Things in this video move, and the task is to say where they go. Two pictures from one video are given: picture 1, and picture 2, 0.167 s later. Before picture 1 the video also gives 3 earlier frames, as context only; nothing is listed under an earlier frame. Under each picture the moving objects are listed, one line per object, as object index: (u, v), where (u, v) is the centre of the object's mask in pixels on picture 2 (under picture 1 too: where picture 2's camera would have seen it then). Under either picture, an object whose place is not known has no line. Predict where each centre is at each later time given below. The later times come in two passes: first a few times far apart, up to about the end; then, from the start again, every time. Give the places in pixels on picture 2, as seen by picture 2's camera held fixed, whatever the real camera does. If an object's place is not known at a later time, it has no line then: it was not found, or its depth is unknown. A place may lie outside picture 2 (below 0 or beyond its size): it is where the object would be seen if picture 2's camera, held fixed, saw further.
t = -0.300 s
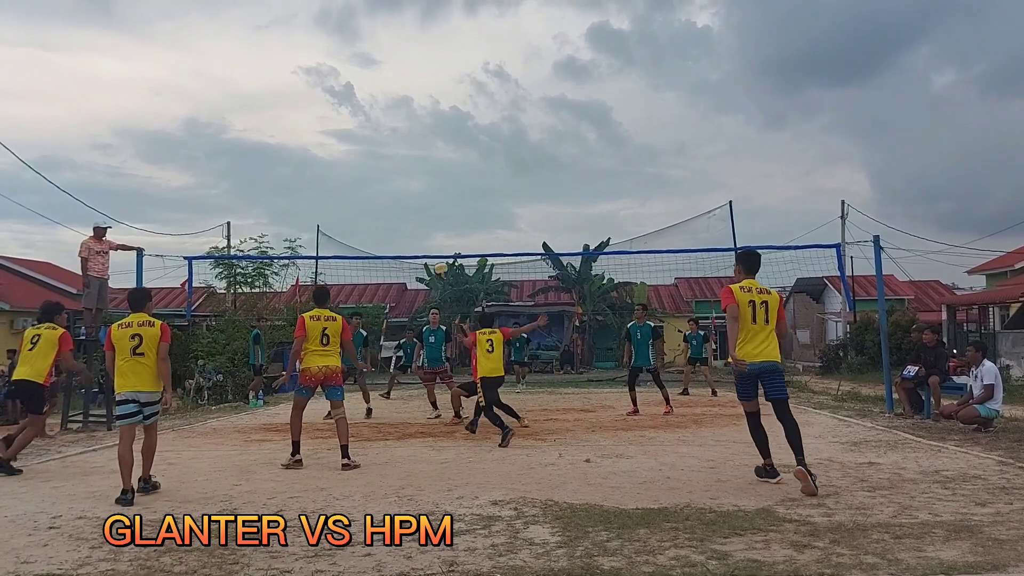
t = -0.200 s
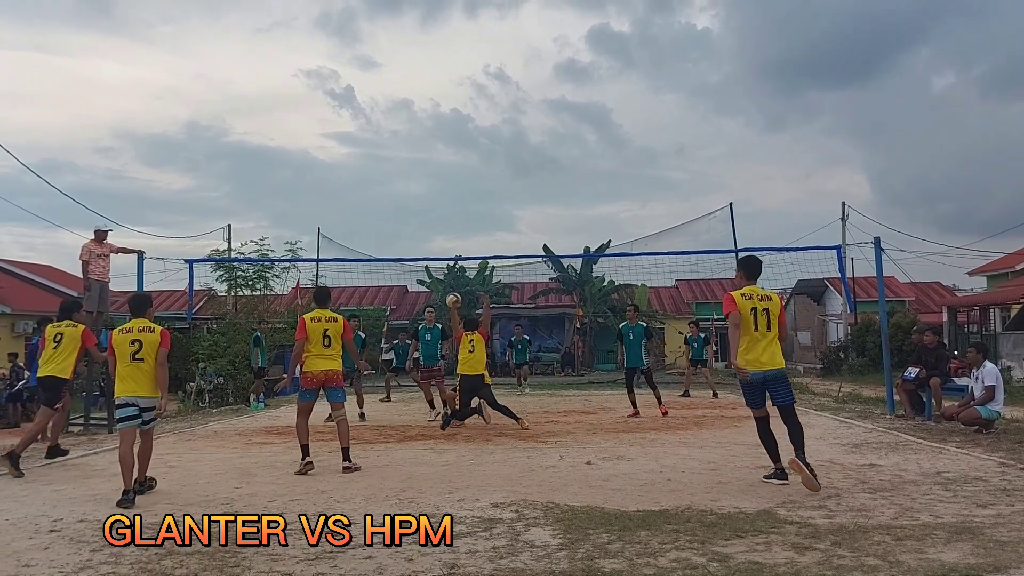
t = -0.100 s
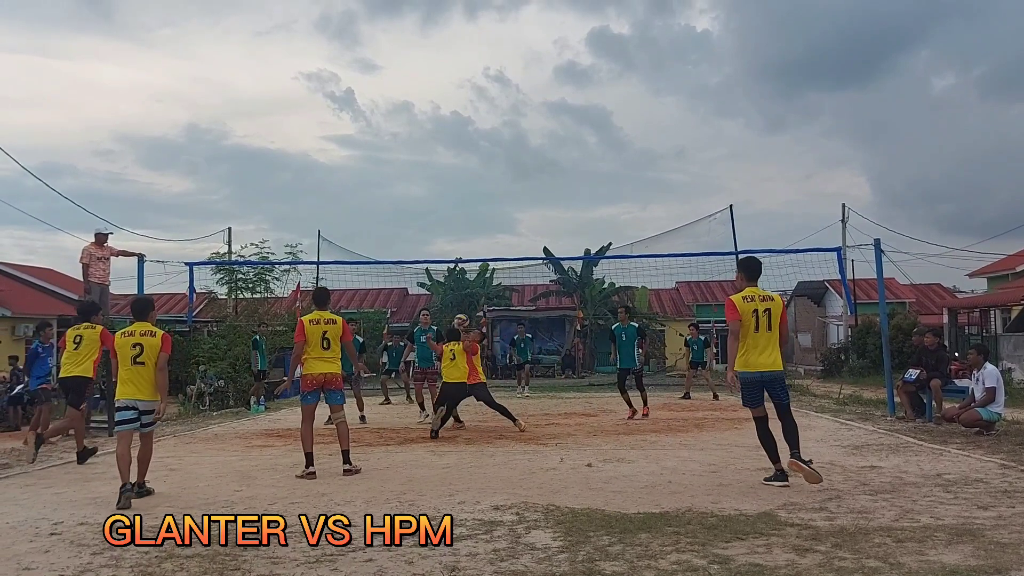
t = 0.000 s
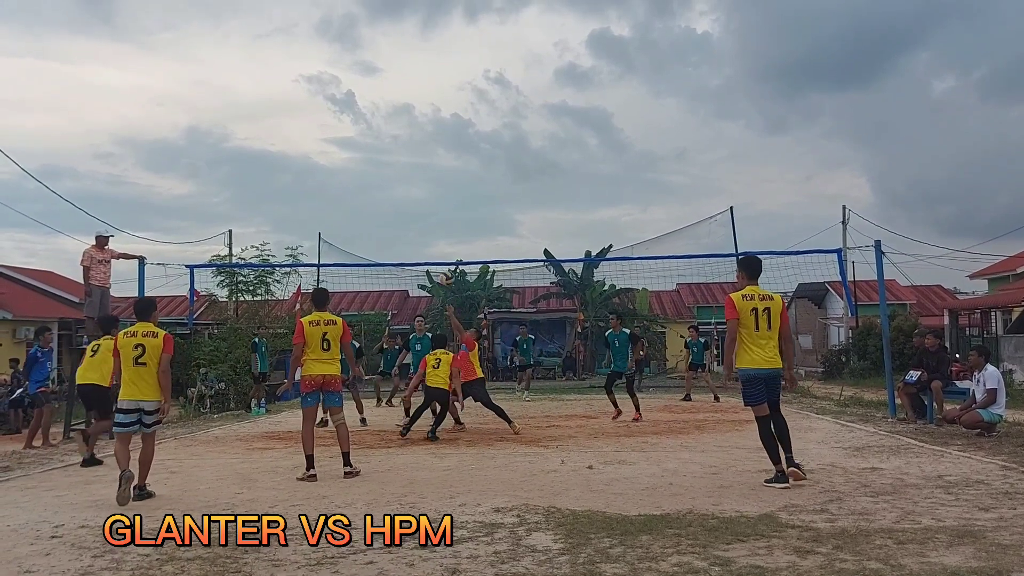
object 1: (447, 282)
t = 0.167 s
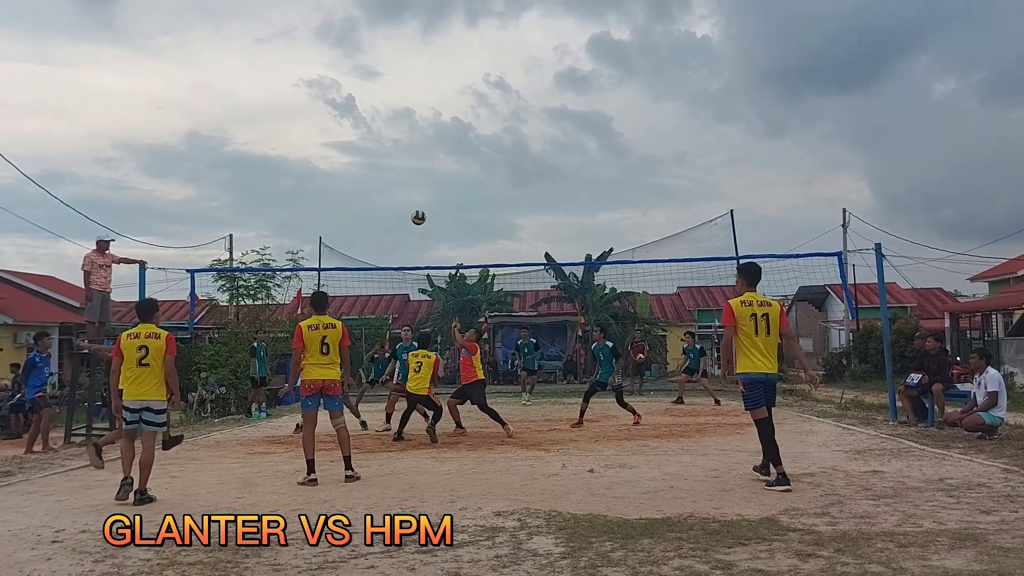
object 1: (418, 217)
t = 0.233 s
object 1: (407, 197)
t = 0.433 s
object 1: (373, 157)
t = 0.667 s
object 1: (335, 144)
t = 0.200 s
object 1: (412, 207)
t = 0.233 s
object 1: (407, 197)
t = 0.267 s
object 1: (401, 189)
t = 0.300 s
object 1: (395, 181)
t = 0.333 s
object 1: (390, 174)
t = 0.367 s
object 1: (384, 167)
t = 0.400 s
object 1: (378, 161)
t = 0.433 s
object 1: (373, 157)
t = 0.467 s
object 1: (367, 153)
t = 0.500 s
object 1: (361, 149)
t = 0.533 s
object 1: (356, 147)
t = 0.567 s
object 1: (351, 145)
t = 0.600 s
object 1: (345, 144)
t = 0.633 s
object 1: (340, 143)
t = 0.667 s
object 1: (335, 144)
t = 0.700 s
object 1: (329, 145)
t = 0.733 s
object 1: (324, 147)
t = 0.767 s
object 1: (319, 150)
